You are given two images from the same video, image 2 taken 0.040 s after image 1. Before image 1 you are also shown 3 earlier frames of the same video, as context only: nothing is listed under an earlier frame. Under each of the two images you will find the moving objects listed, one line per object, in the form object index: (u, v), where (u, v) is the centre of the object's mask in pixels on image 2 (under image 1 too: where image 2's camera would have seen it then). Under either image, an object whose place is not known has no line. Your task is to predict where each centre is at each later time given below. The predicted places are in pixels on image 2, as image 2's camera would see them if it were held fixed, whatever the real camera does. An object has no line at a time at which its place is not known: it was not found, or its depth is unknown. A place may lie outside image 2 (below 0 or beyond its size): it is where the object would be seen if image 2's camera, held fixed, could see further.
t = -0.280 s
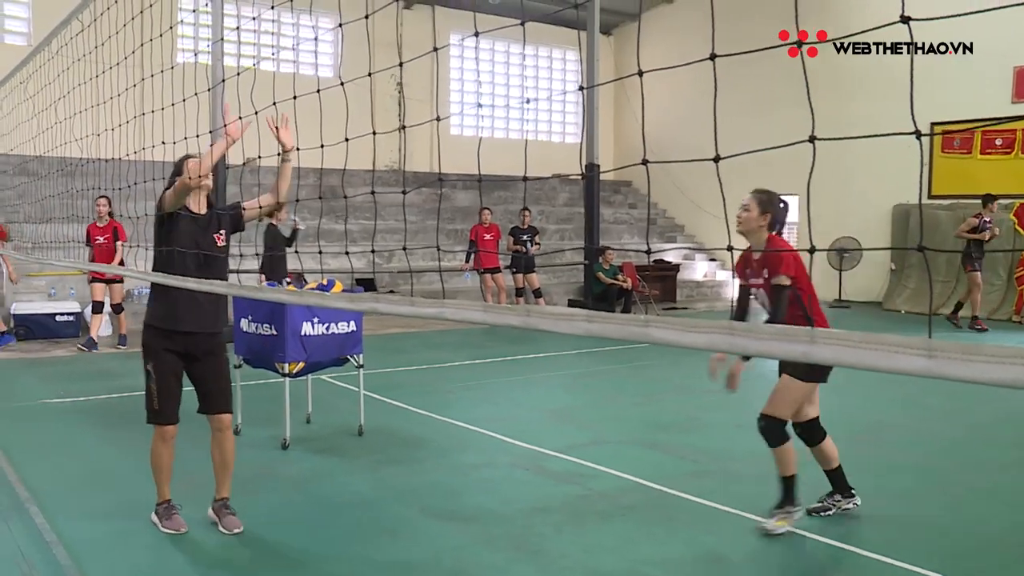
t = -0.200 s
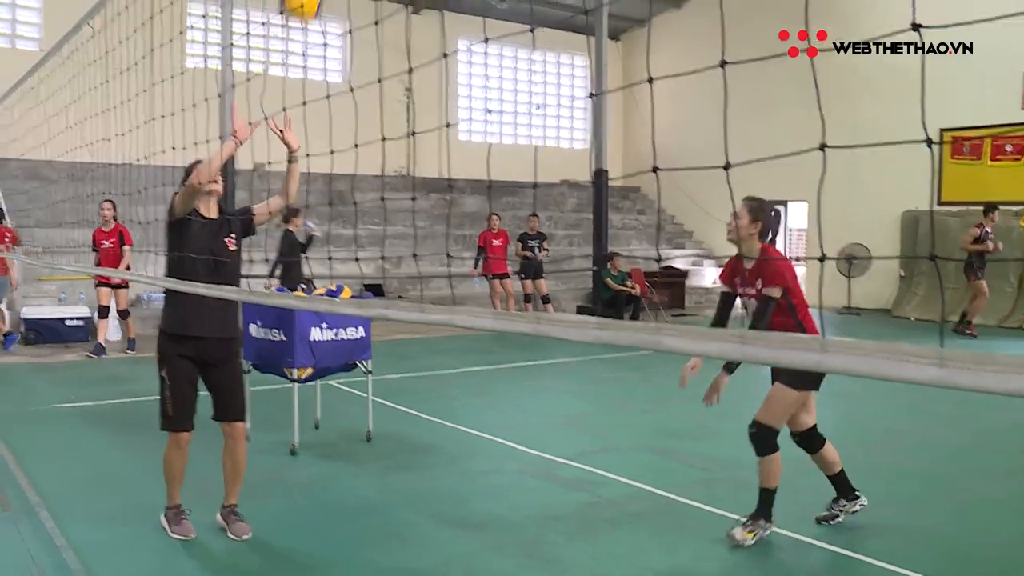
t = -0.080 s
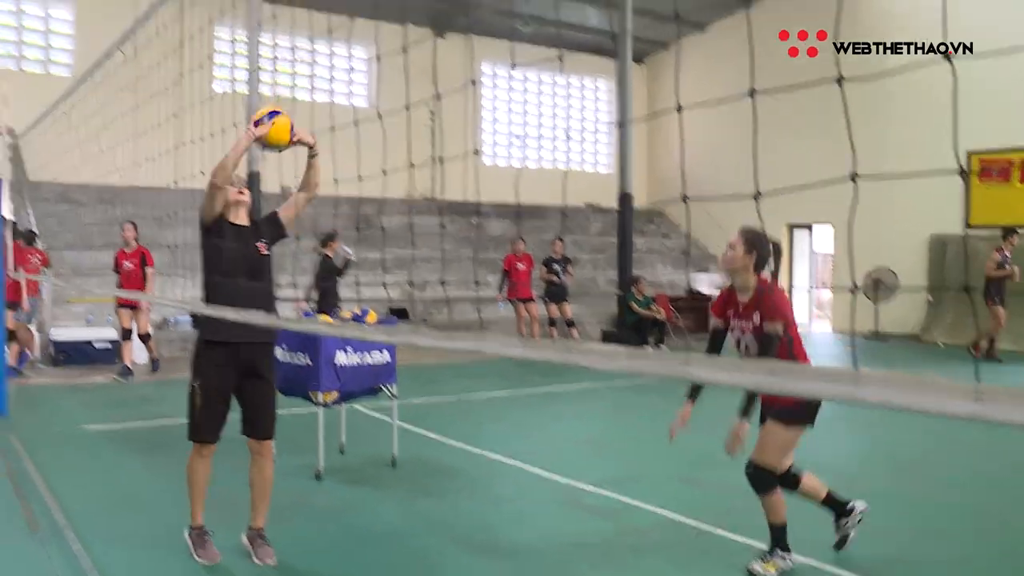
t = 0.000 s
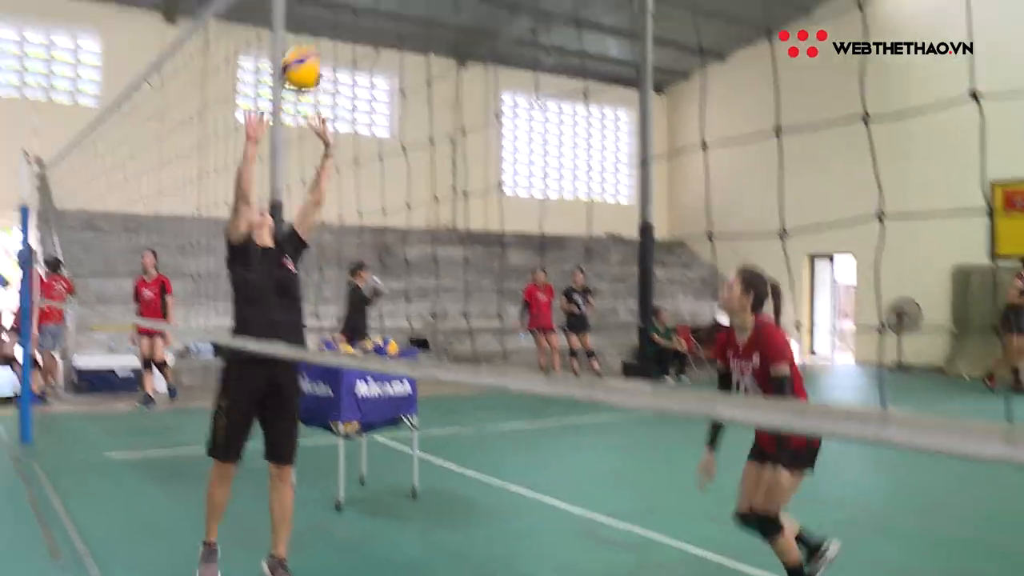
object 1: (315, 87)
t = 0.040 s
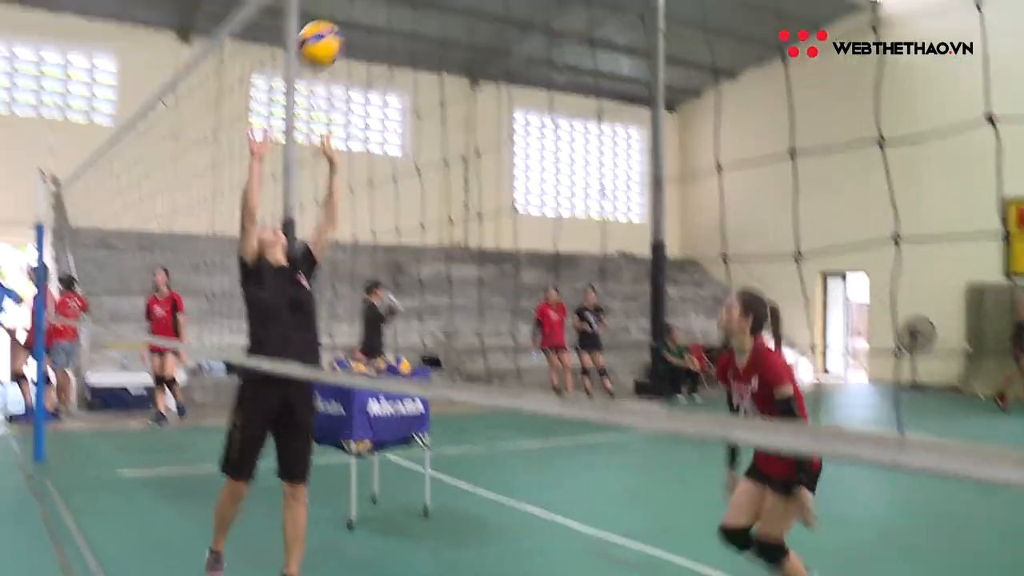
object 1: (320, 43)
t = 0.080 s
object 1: (322, 2)
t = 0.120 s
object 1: (328, -31)
